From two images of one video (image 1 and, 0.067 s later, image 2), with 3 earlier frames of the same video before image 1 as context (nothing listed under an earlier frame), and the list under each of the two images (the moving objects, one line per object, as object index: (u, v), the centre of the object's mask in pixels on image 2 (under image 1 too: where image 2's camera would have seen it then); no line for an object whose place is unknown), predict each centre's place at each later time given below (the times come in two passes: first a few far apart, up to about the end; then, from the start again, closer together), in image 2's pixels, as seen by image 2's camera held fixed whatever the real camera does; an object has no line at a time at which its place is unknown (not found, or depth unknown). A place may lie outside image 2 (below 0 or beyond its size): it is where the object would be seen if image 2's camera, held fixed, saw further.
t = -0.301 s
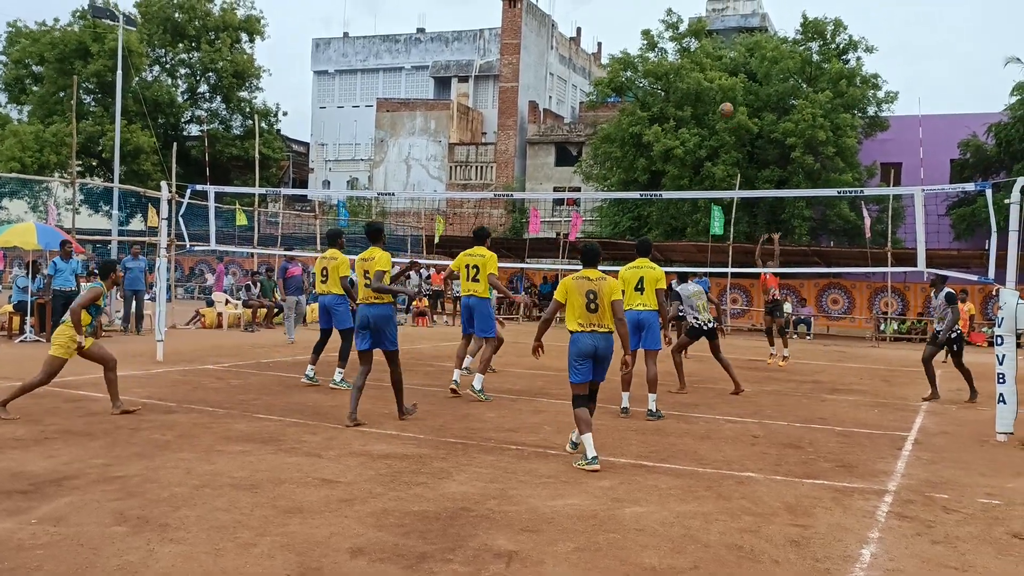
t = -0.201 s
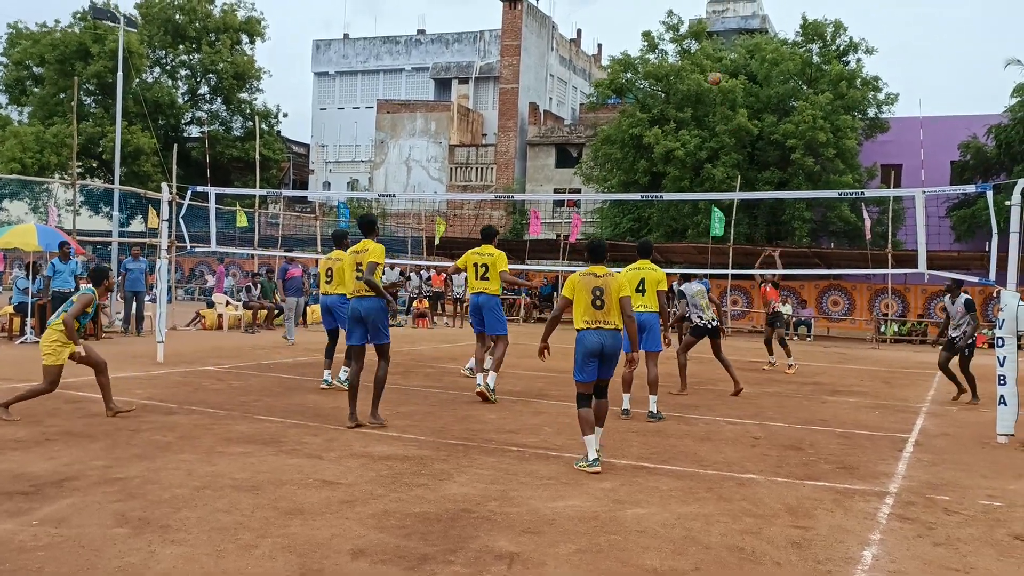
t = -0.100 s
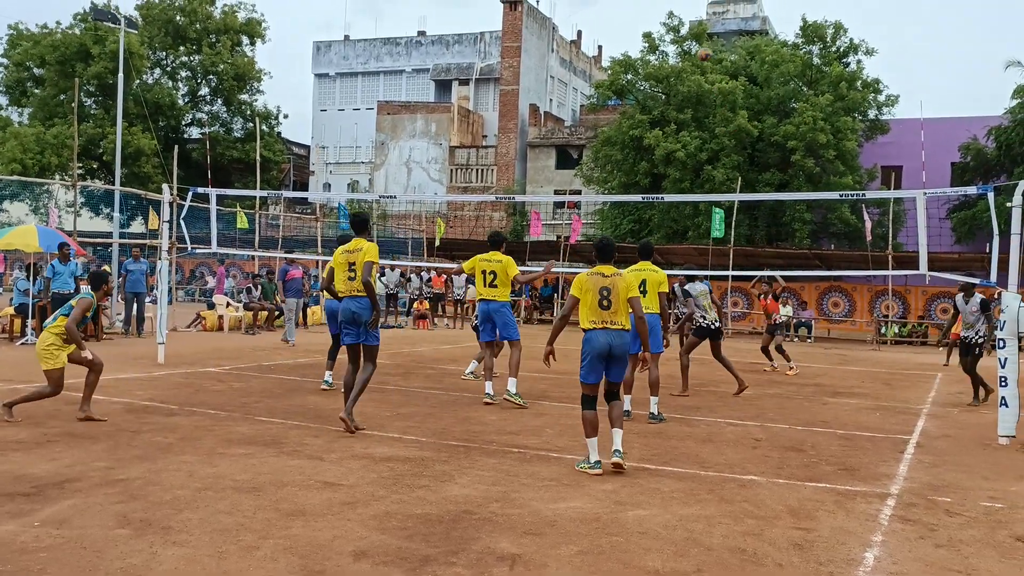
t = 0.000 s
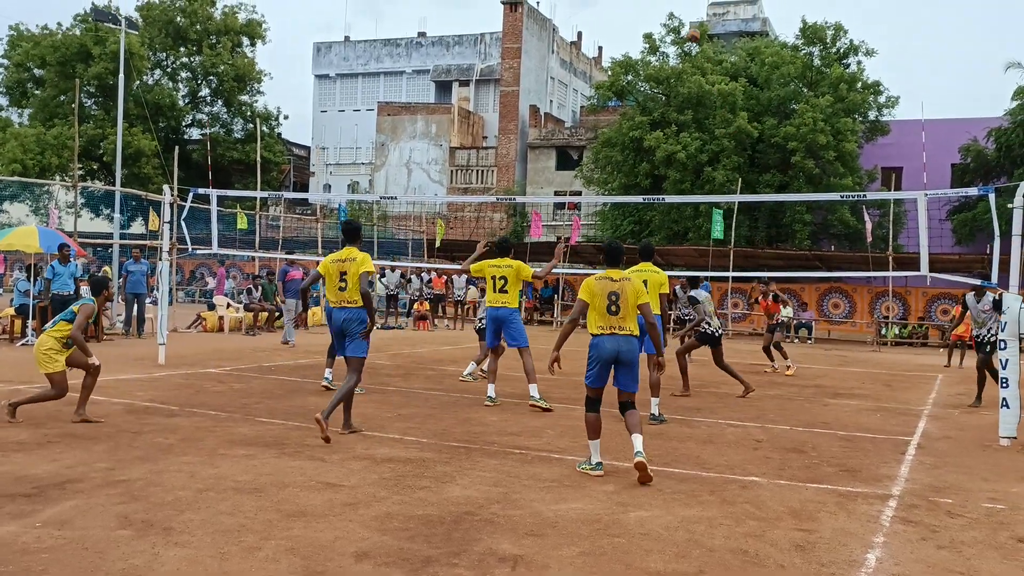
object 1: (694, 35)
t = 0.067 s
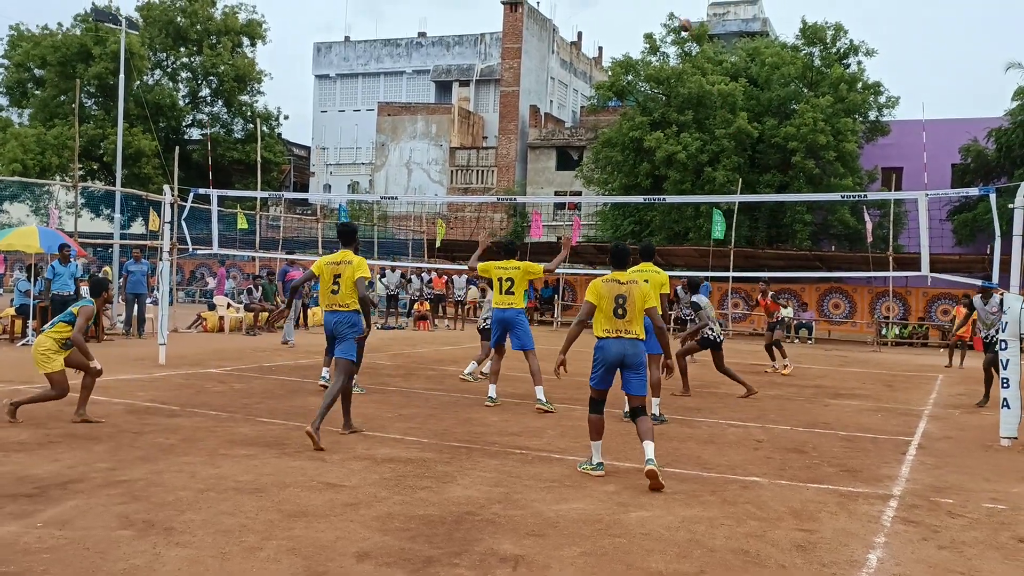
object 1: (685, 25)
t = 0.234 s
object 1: (665, 11)
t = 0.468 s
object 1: (635, 21)
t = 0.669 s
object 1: (609, 57)
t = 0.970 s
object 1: (569, 158)
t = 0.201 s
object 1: (669, 13)
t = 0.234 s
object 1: (665, 11)
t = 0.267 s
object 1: (660, 11)
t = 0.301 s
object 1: (656, 11)
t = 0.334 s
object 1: (652, 11)
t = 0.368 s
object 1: (648, 13)
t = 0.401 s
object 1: (643, 15)
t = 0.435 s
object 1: (639, 18)
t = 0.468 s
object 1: (635, 21)
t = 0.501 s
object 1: (630, 25)
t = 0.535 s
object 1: (626, 30)
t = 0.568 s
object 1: (622, 36)
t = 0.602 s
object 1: (618, 42)
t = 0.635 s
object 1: (614, 49)
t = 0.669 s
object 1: (609, 57)
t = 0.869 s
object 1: (583, 118)
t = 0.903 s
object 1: (578, 131)
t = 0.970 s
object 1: (569, 158)
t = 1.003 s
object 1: (565, 173)
